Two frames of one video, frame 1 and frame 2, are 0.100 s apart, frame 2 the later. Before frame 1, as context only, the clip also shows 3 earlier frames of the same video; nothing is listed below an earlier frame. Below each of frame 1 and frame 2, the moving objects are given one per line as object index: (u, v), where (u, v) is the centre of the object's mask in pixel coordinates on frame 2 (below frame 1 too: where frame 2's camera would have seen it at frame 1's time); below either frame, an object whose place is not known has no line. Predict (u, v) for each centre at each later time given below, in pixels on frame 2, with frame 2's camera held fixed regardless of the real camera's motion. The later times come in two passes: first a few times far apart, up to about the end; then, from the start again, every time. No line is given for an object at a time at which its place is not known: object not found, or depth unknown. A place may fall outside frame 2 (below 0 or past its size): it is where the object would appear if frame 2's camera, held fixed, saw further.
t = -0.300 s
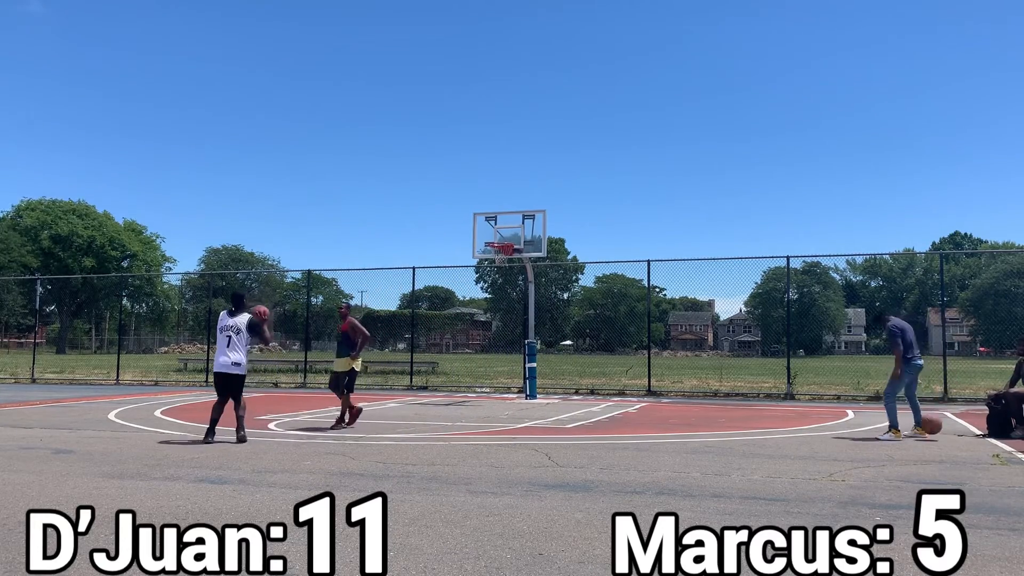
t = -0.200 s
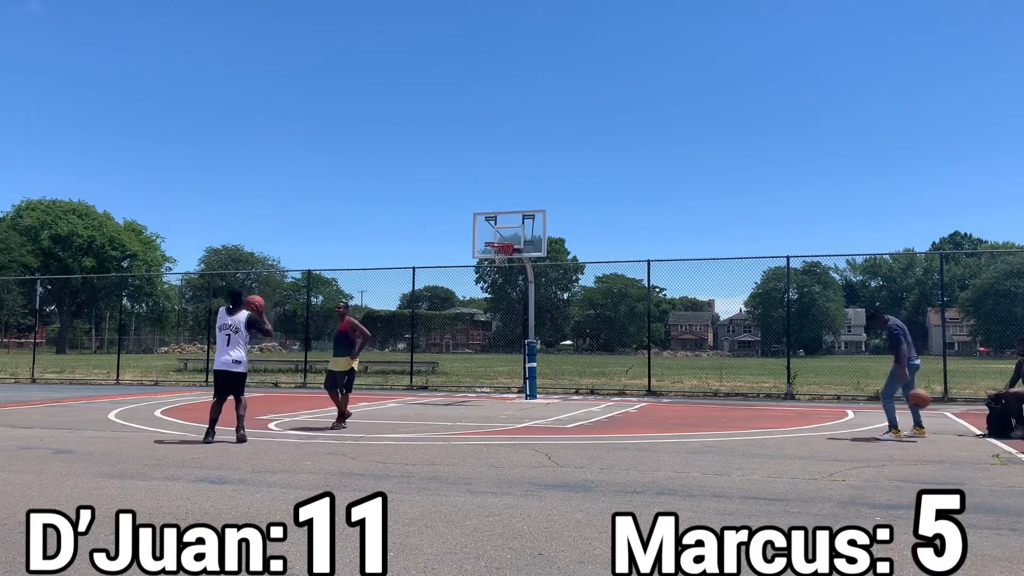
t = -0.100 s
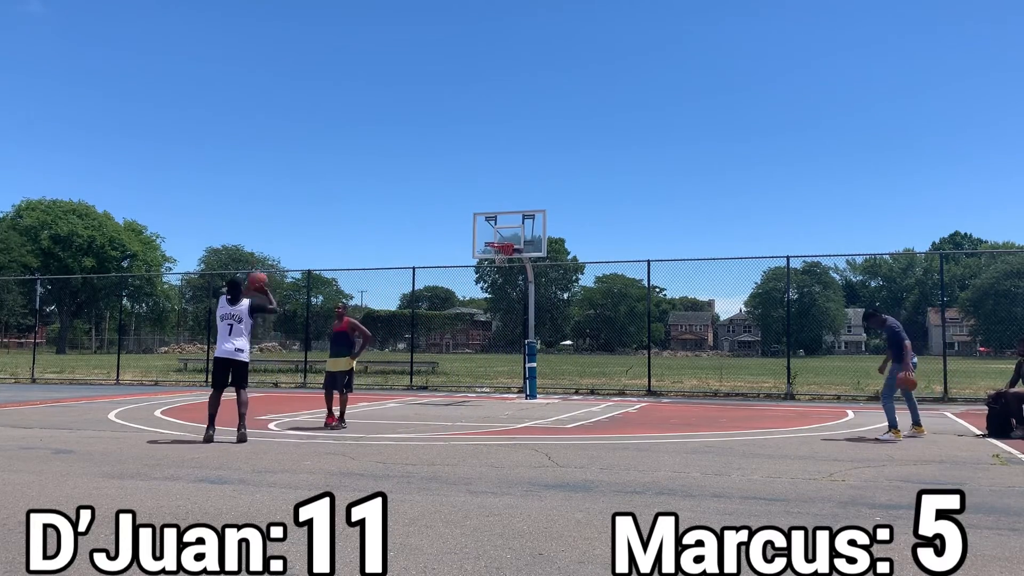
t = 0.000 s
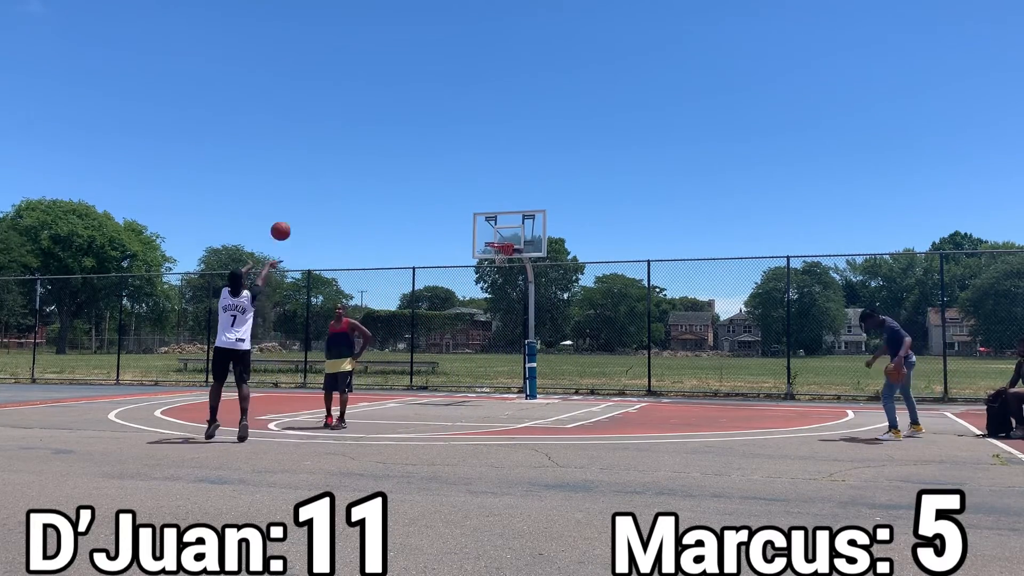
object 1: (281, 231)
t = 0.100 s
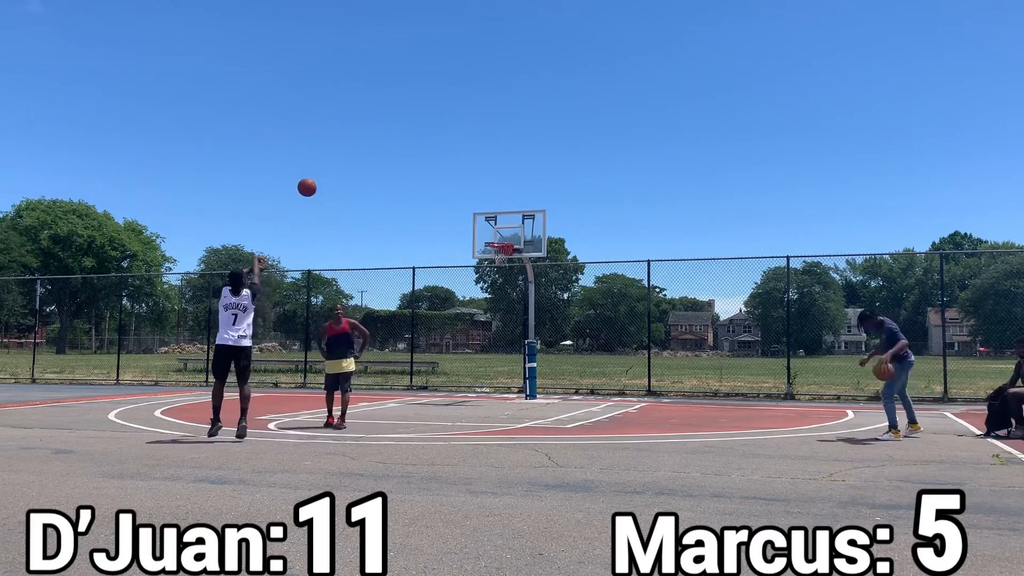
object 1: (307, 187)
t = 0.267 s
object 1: (346, 138)
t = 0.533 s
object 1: (398, 106)
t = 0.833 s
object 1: (445, 127)
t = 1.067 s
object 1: (476, 173)
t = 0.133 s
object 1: (315, 175)
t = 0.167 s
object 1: (323, 164)
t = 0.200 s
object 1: (331, 154)
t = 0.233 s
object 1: (339, 145)
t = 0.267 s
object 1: (346, 138)
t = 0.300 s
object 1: (353, 130)
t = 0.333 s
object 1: (360, 125)
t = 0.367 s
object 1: (367, 119)
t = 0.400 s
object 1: (373, 115)
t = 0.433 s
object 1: (380, 112)
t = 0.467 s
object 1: (386, 109)
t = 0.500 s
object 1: (392, 107)
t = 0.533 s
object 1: (398, 106)
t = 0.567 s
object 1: (404, 106)
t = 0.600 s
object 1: (409, 106)
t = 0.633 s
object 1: (415, 108)
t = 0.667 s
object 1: (420, 109)
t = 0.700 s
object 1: (425, 111)
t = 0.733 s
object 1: (430, 114)
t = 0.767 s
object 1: (436, 118)
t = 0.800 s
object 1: (440, 122)
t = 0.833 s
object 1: (445, 127)
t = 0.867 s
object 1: (450, 132)
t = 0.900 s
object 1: (455, 137)
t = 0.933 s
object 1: (459, 144)
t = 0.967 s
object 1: (463, 150)
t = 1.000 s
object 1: (468, 157)
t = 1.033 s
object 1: (472, 165)
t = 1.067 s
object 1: (476, 173)
